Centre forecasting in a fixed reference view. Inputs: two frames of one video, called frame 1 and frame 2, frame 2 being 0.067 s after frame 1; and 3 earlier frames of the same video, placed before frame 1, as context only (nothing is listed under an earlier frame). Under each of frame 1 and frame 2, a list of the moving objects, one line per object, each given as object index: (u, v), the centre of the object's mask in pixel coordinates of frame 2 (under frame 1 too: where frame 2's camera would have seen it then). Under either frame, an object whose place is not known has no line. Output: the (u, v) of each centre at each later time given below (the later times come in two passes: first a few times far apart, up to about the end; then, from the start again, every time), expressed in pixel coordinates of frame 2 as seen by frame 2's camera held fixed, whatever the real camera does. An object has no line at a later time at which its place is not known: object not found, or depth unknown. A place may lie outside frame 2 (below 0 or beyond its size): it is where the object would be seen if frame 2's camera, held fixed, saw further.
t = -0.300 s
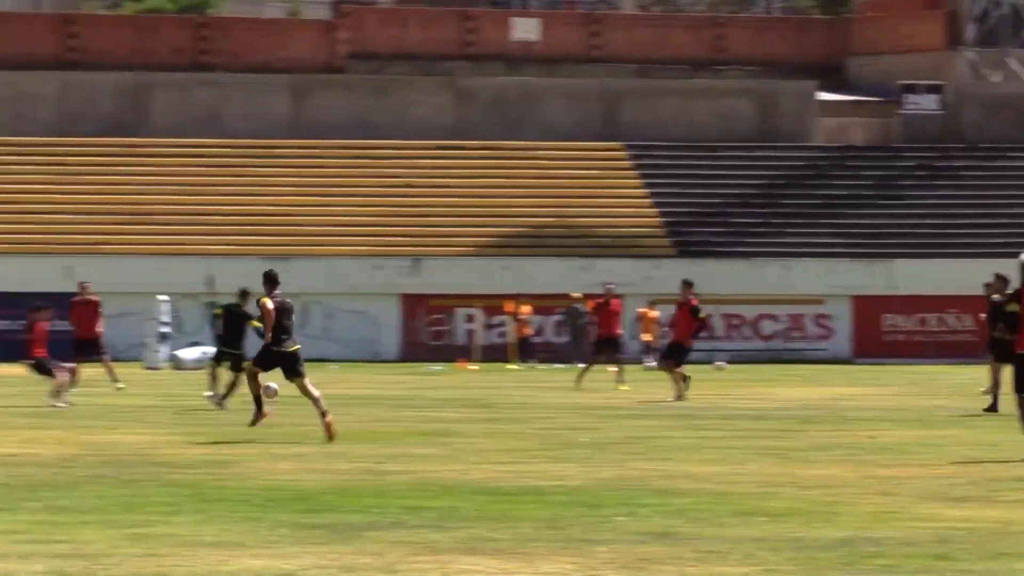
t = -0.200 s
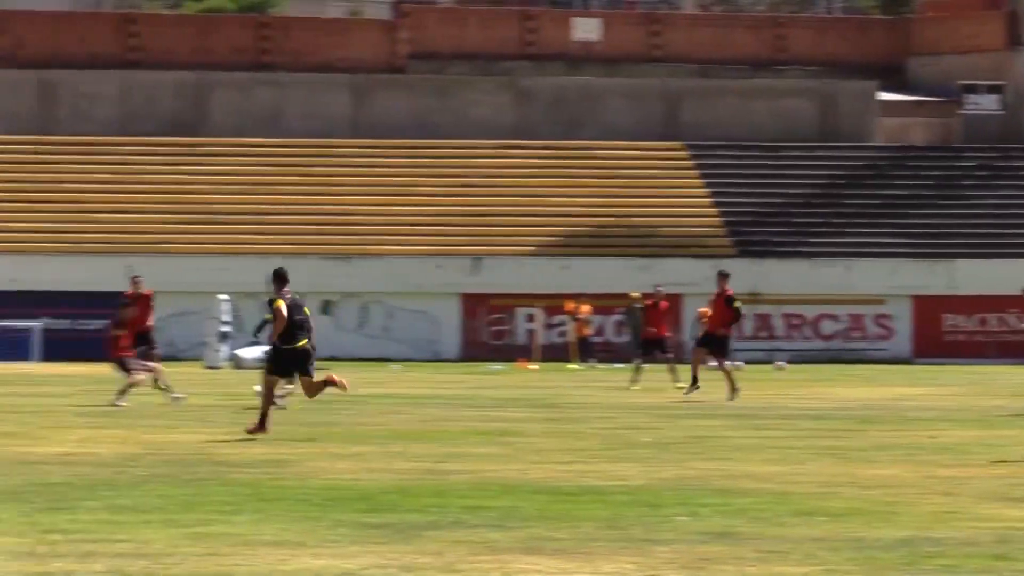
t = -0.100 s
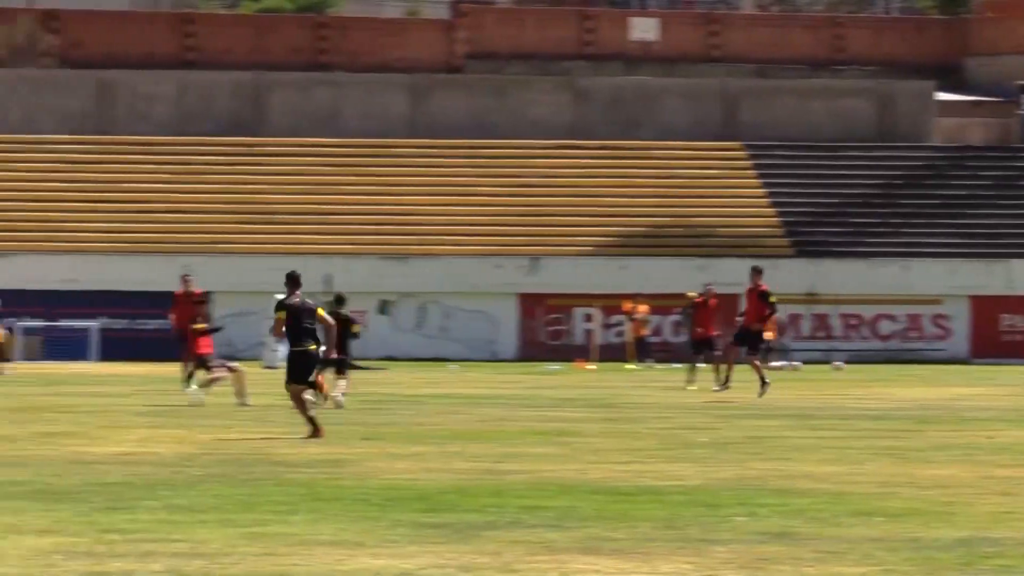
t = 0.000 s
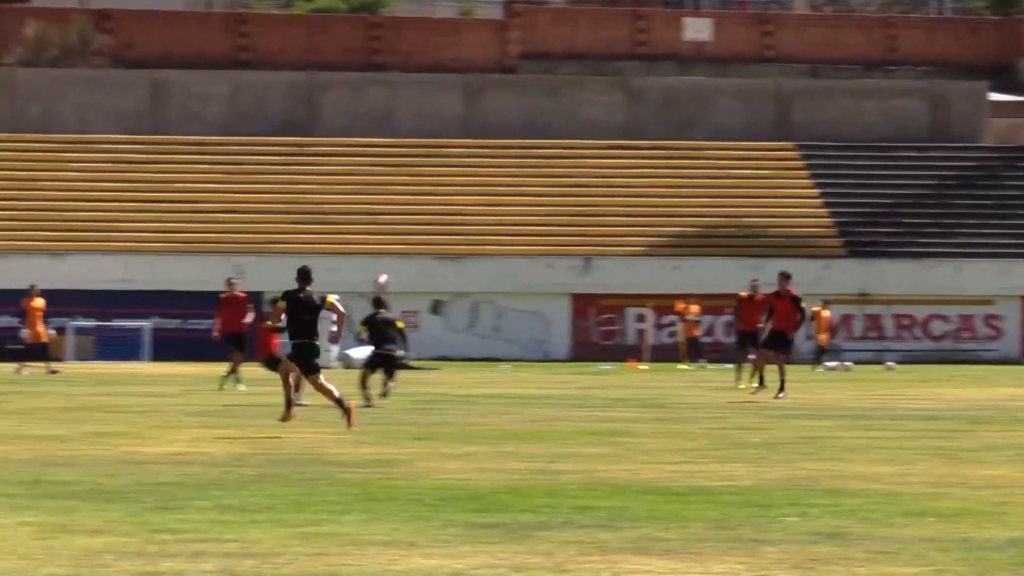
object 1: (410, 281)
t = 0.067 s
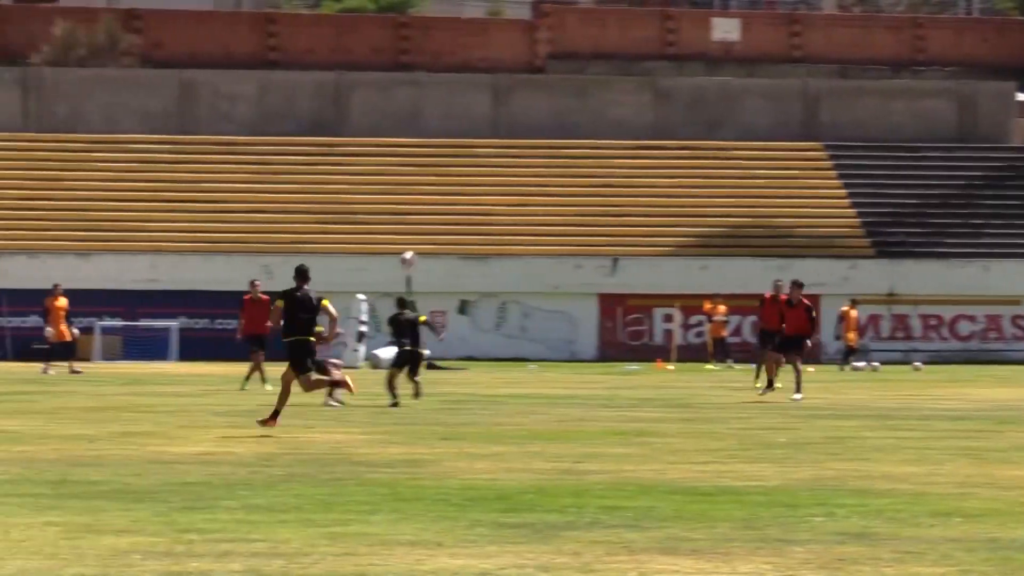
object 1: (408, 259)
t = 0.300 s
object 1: (410, 202)
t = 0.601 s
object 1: (408, 192)
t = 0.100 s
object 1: (407, 248)
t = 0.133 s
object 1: (407, 239)
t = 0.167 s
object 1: (409, 230)
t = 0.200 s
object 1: (409, 222)
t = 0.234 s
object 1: (410, 215)
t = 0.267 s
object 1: (410, 209)
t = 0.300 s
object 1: (410, 202)
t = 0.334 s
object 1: (410, 199)
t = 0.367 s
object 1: (410, 196)
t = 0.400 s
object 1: (410, 194)
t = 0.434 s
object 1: (409, 191)
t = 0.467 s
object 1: (410, 190)
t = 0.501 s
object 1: (410, 190)
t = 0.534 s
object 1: (409, 189)
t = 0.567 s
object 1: (408, 190)
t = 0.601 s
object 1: (408, 192)
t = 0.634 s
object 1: (408, 194)
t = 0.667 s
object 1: (407, 197)
